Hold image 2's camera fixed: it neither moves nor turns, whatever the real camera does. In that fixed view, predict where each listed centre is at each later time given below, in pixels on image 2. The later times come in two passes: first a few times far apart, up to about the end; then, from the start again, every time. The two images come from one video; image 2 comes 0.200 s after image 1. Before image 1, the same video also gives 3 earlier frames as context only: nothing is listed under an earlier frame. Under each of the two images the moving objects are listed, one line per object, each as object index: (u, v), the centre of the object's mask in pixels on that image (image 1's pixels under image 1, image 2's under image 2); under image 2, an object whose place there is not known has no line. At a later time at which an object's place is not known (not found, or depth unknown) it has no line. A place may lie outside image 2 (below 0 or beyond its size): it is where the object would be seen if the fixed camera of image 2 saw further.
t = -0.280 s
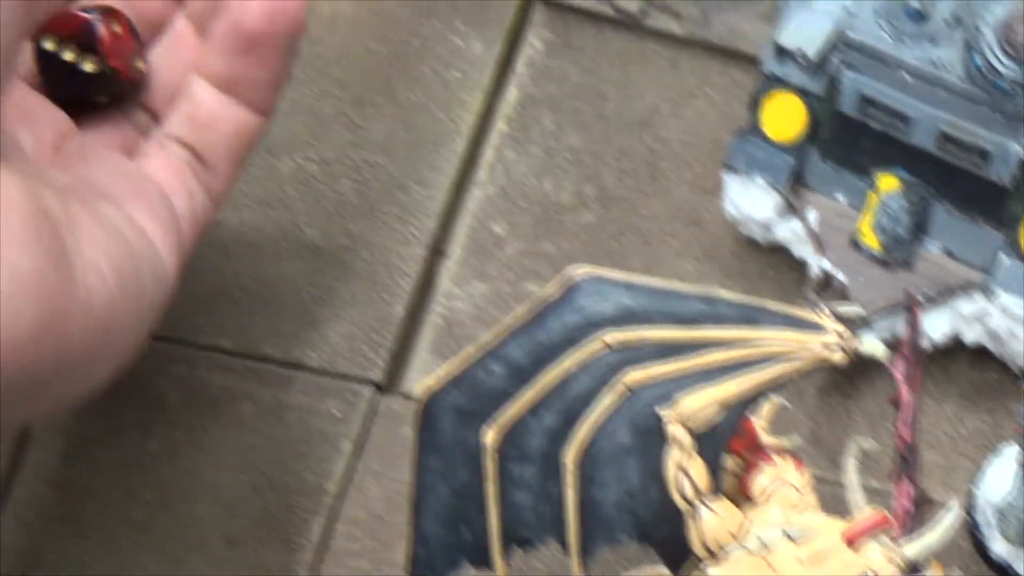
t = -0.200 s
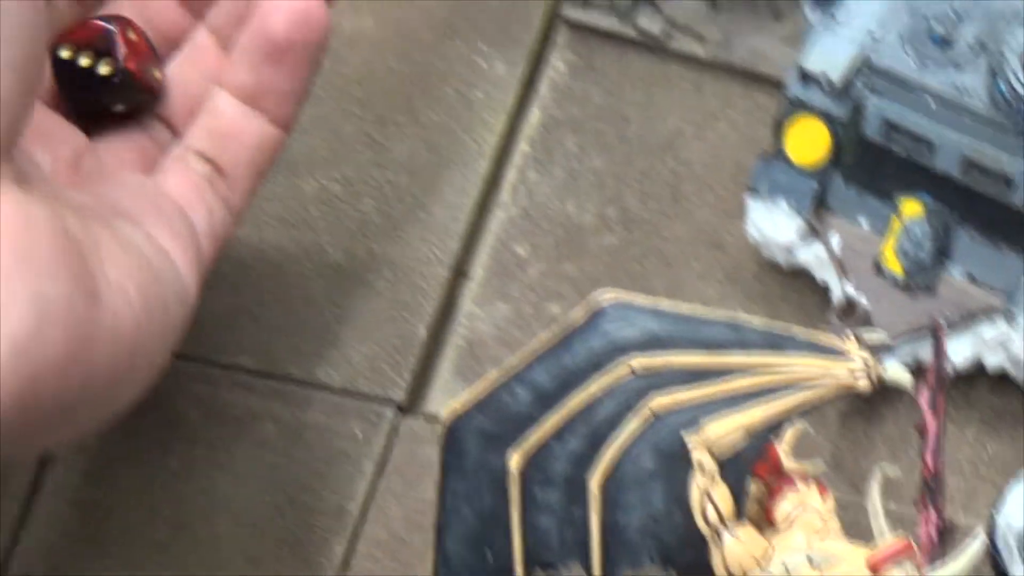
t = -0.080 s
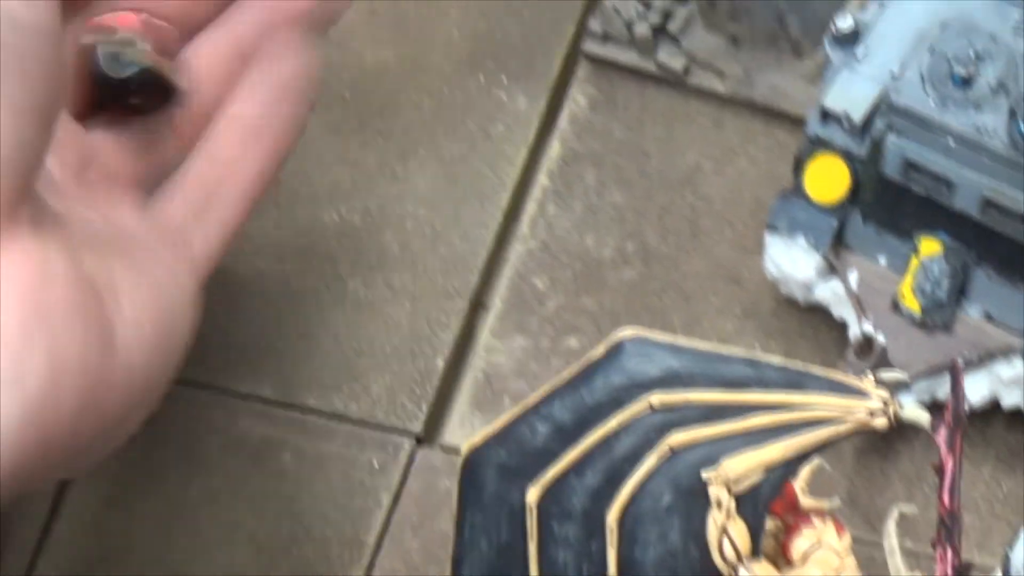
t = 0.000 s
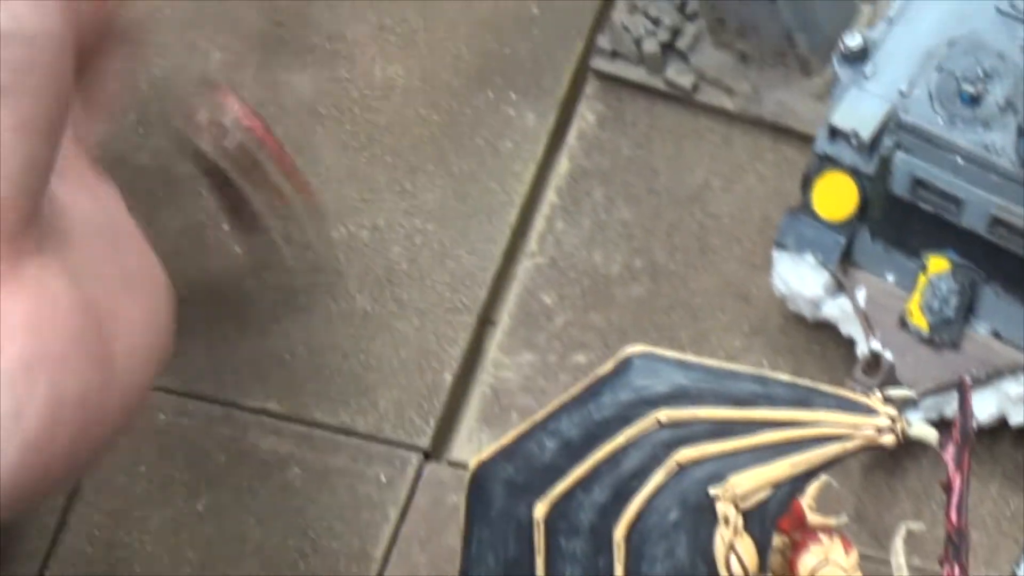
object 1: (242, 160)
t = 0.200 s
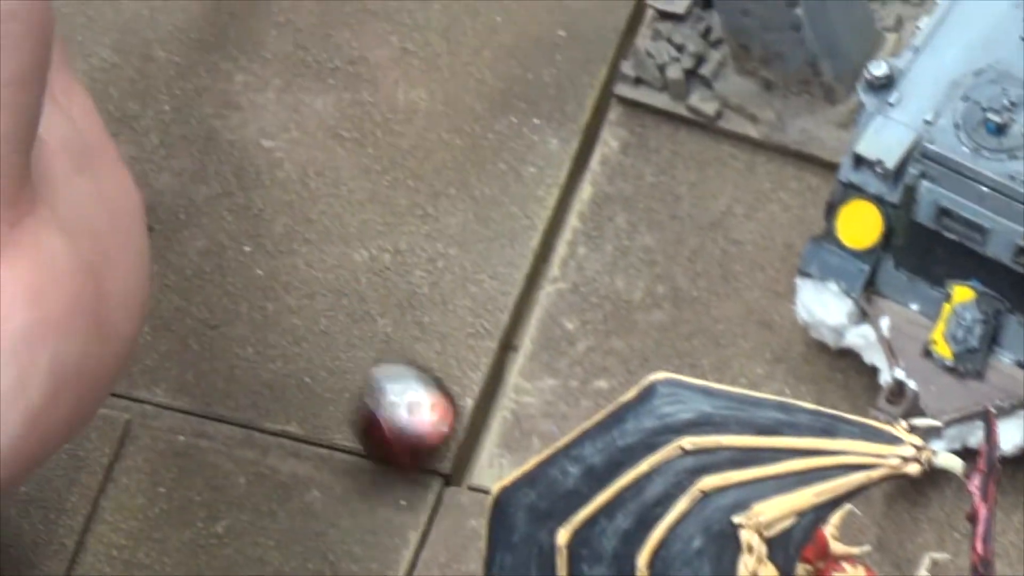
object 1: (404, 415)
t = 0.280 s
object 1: (427, 459)
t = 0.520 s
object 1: (439, 463)
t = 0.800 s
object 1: (439, 463)
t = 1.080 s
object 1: (438, 463)
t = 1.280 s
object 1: (437, 464)
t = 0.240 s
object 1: (416, 446)
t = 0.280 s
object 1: (427, 459)
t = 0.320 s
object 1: (439, 462)
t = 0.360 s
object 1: (439, 463)
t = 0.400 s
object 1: (439, 463)
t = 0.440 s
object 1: (439, 463)
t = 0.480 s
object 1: (439, 463)
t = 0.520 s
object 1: (439, 463)
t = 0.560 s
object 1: (439, 463)
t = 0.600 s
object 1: (439, 463)
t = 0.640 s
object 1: (439, 463)
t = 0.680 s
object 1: (439, 463)
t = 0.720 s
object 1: (439, 463)
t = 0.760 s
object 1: (439, 463)
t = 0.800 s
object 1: (439, 463)
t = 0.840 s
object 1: (439, 463)
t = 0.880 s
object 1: (439, 463)
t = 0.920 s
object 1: (438, 463)
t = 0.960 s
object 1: (438, 463)
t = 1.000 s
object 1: (438, 463)
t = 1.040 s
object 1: (438, 463)
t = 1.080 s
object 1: (438, 463)
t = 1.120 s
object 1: (438, 463)
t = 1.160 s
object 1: (438, 463)
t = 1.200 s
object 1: (438, 463)
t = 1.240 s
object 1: (438, 463)
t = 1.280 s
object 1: (437, 464)
